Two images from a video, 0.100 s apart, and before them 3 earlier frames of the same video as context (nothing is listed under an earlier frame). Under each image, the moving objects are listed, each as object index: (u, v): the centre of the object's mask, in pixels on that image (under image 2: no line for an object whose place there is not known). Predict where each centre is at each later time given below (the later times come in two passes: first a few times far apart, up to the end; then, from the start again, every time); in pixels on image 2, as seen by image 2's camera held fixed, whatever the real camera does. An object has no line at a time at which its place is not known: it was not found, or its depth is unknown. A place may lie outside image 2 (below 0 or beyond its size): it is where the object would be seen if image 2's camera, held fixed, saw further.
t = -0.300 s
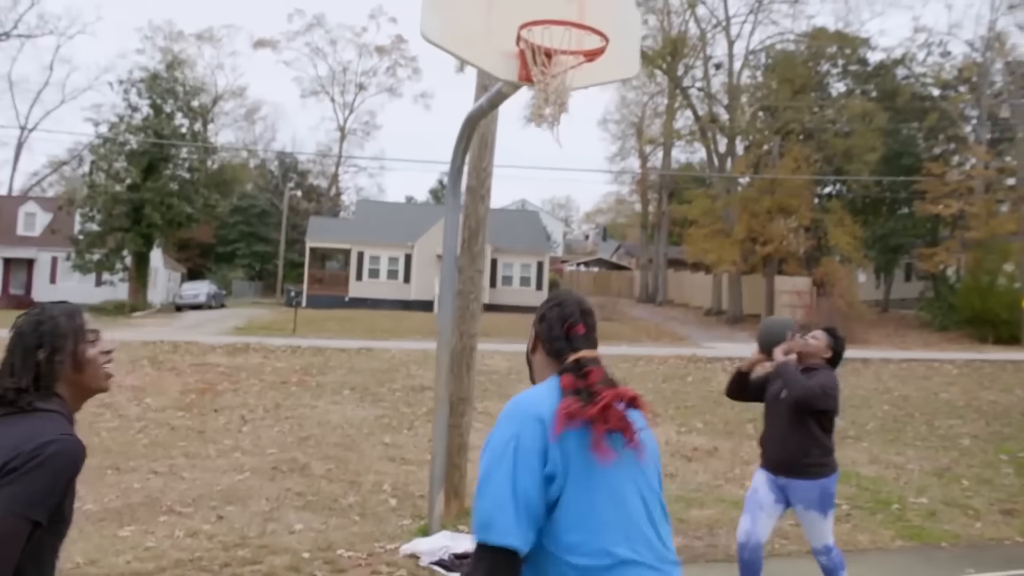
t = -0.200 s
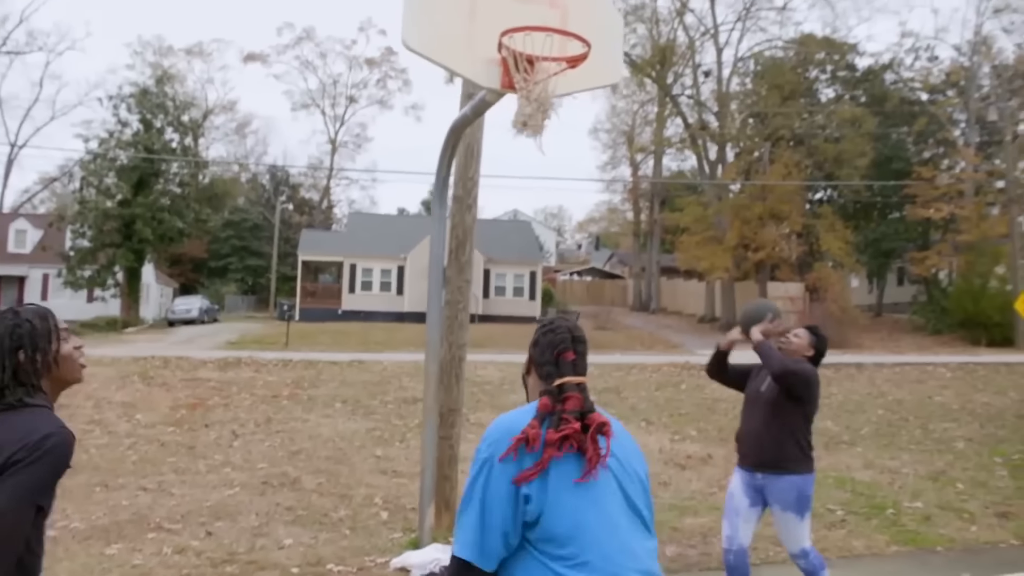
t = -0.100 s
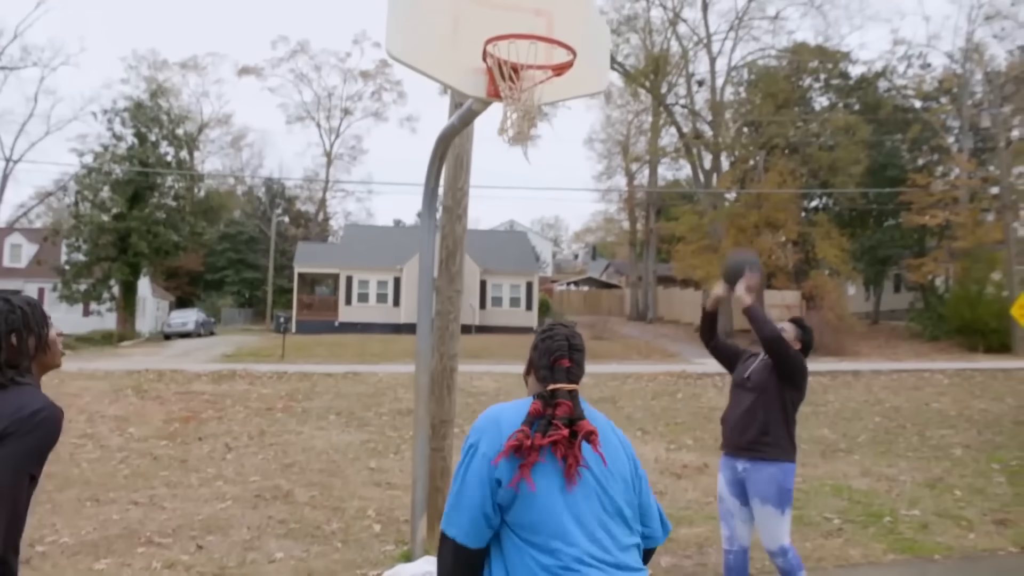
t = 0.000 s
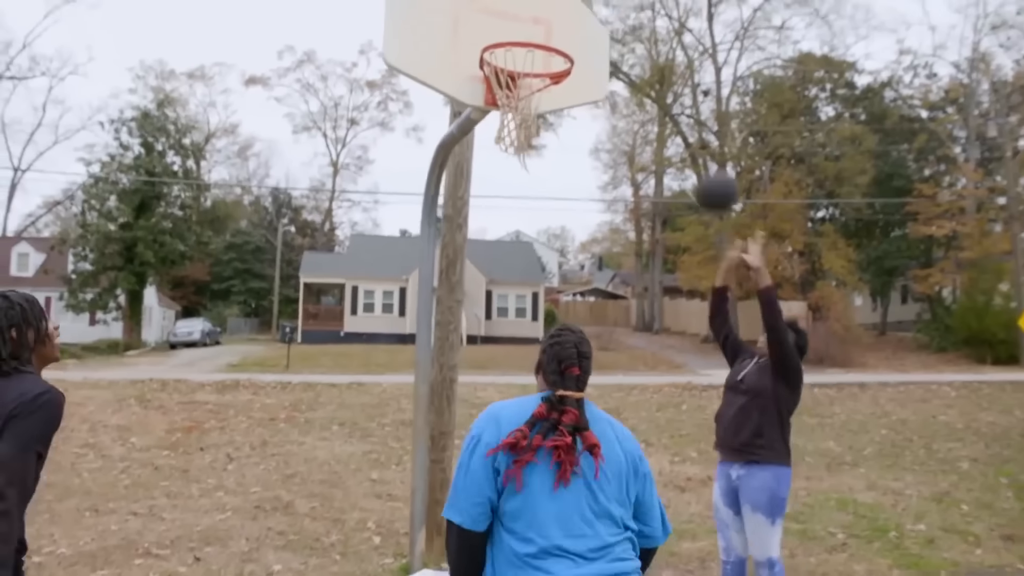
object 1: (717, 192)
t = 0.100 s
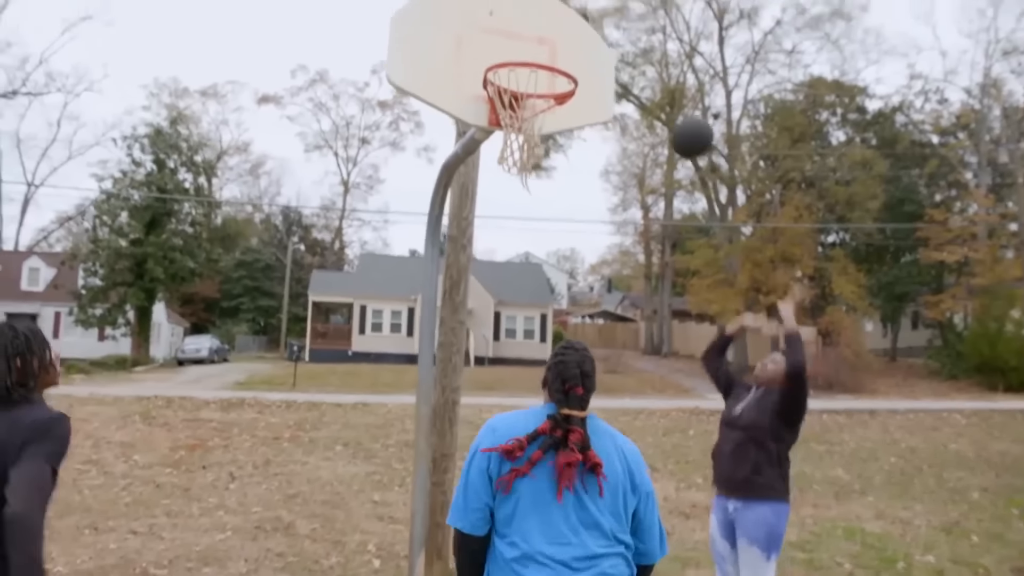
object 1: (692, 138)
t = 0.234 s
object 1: (649, 62)
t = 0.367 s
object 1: (607, 19)
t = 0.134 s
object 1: (680, 115)
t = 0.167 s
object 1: (670, 96)
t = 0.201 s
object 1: (660, 78)
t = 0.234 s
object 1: (649, 62)
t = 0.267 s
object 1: (638, 49)
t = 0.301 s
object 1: (627, 38)
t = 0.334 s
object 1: (617, 27)
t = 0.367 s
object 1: (607, 19)
